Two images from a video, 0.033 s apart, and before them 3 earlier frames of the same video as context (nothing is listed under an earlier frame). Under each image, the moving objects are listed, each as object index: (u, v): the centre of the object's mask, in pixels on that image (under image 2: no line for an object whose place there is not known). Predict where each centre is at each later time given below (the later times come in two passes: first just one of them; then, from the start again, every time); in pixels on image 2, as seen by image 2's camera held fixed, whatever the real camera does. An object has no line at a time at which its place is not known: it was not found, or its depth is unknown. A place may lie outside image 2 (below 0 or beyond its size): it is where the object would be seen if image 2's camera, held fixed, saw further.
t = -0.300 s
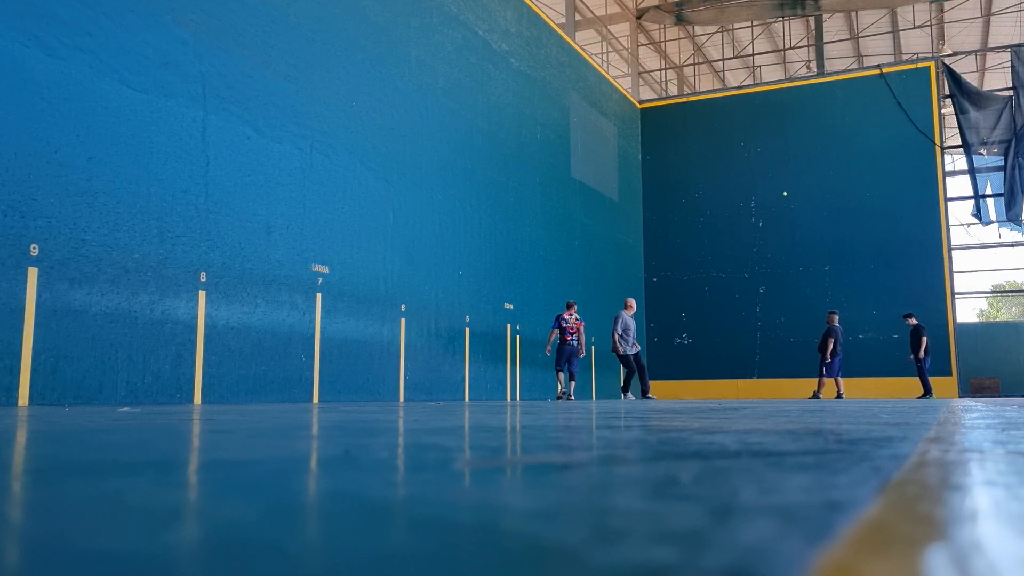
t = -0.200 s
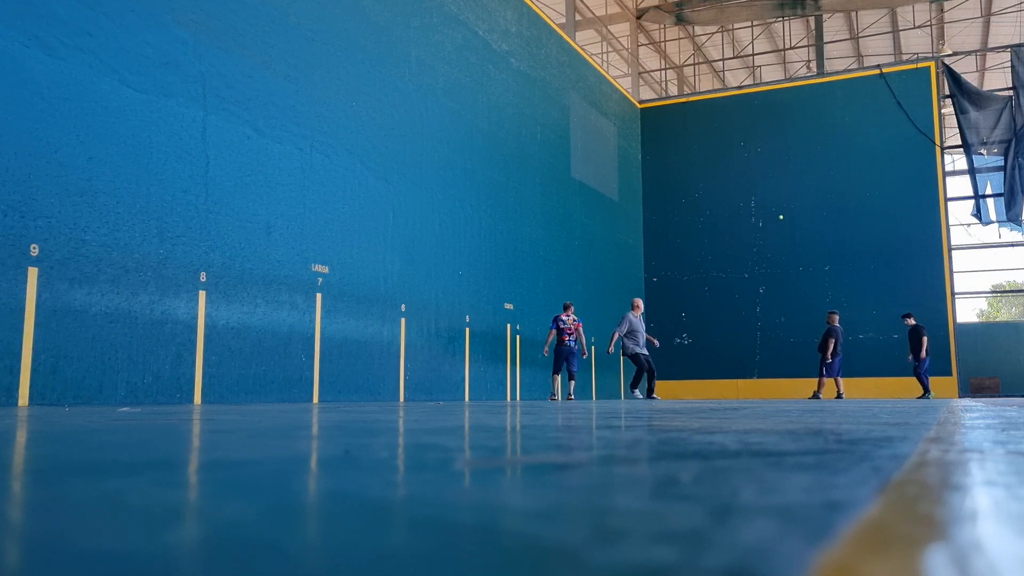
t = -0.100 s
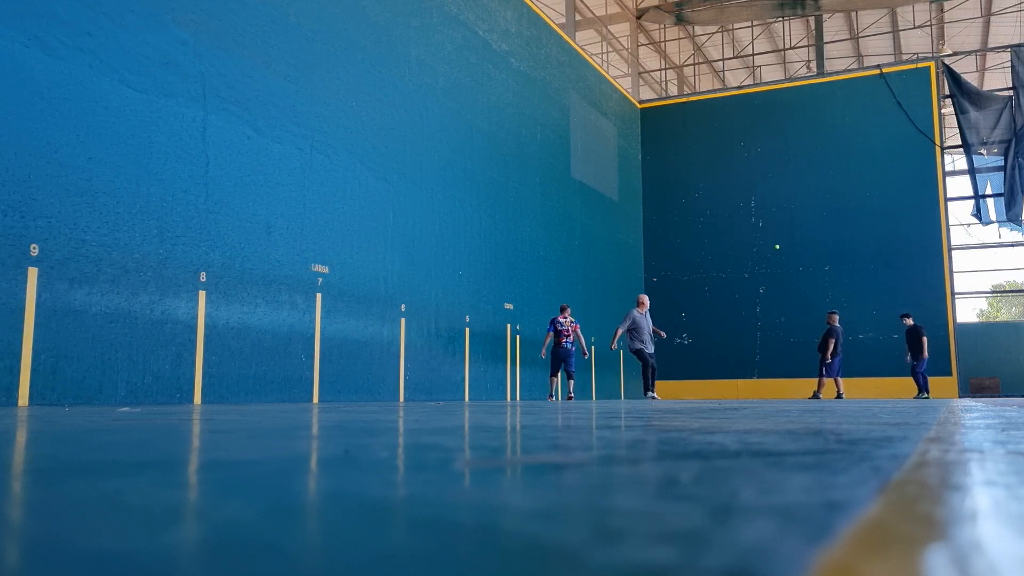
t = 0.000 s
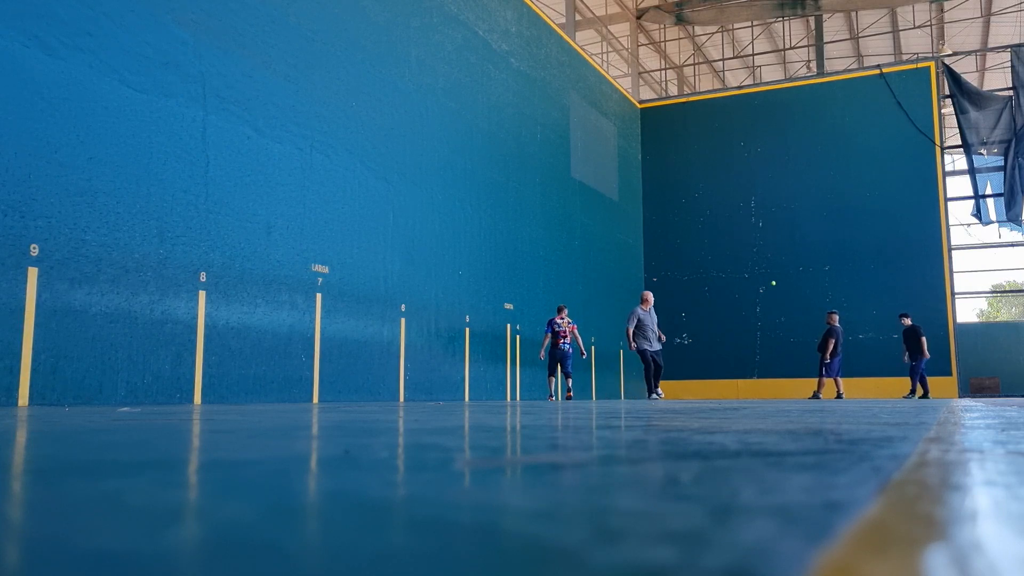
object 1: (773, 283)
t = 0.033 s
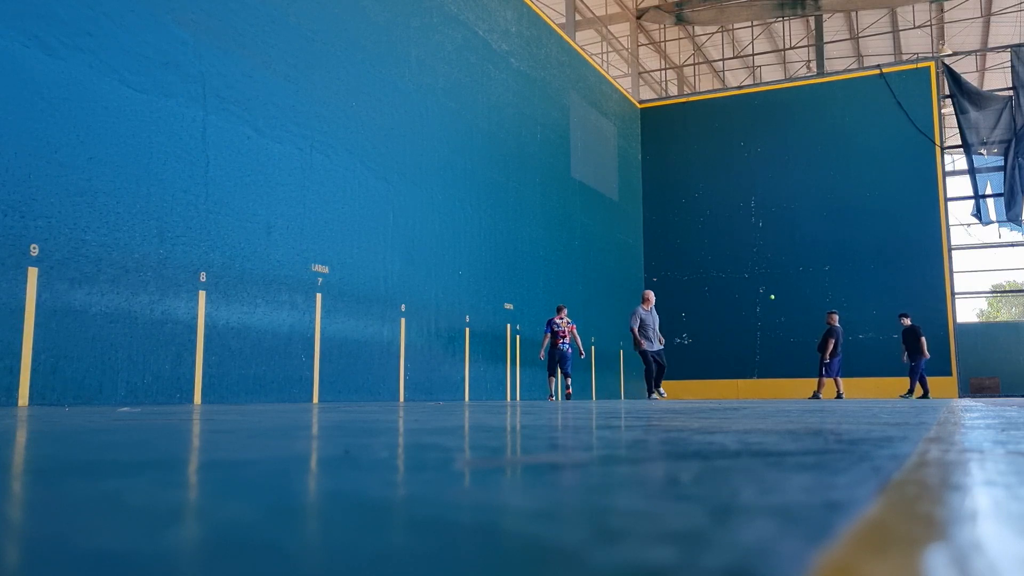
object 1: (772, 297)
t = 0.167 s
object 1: (767, 361)
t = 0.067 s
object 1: (771, 312)
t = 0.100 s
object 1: (770, 327)
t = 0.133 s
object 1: (769, 344)
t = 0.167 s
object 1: (767, 361)
